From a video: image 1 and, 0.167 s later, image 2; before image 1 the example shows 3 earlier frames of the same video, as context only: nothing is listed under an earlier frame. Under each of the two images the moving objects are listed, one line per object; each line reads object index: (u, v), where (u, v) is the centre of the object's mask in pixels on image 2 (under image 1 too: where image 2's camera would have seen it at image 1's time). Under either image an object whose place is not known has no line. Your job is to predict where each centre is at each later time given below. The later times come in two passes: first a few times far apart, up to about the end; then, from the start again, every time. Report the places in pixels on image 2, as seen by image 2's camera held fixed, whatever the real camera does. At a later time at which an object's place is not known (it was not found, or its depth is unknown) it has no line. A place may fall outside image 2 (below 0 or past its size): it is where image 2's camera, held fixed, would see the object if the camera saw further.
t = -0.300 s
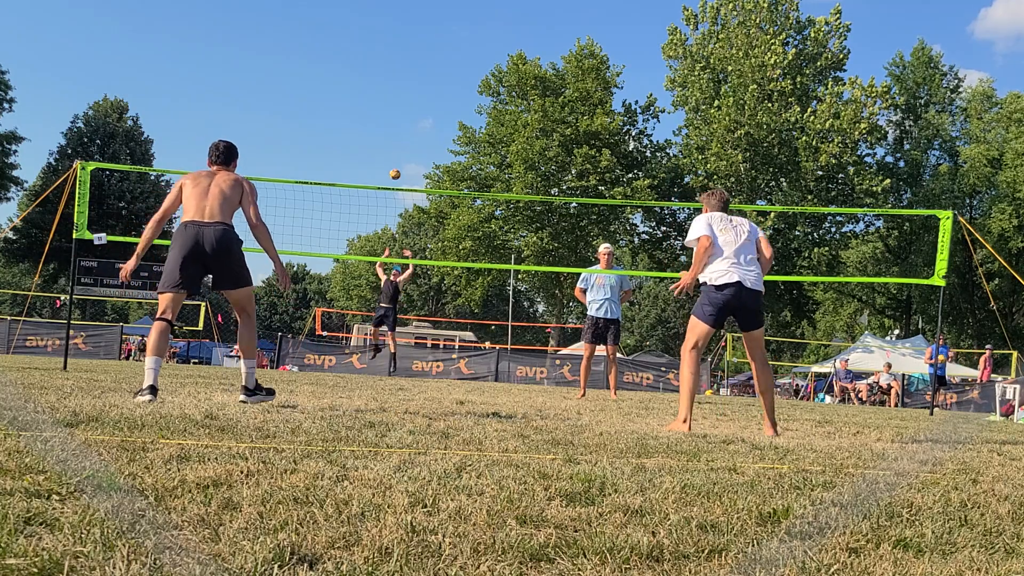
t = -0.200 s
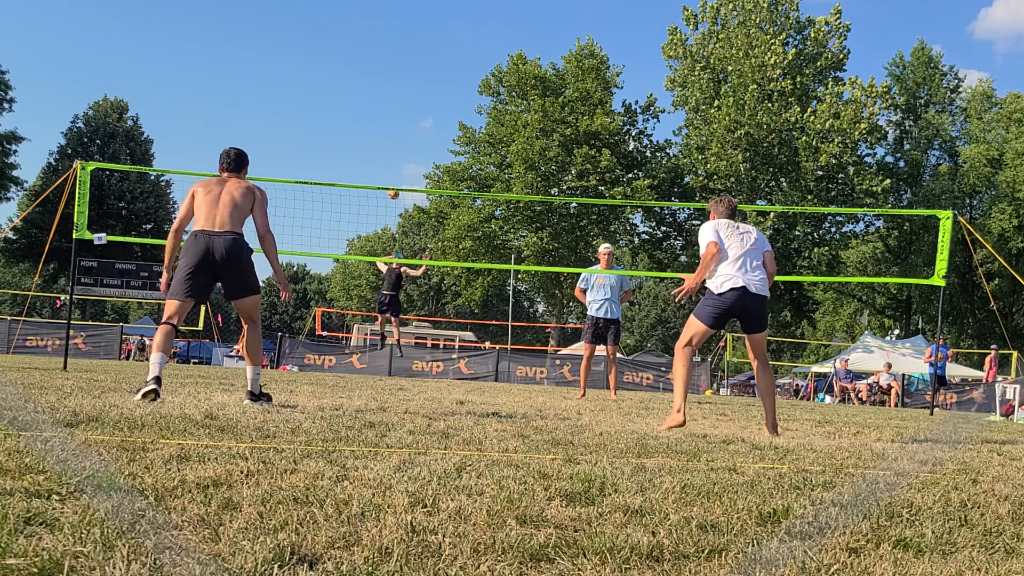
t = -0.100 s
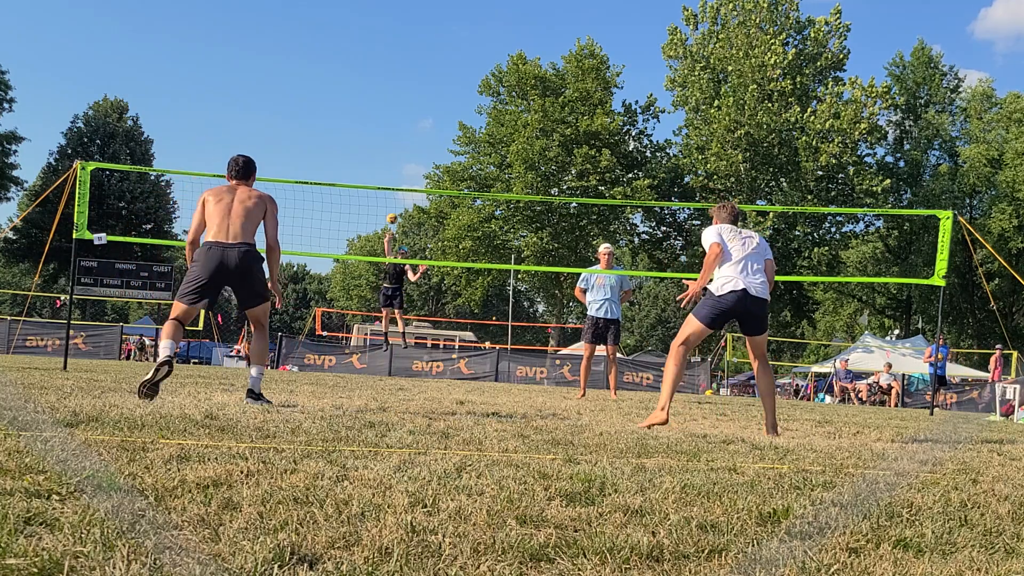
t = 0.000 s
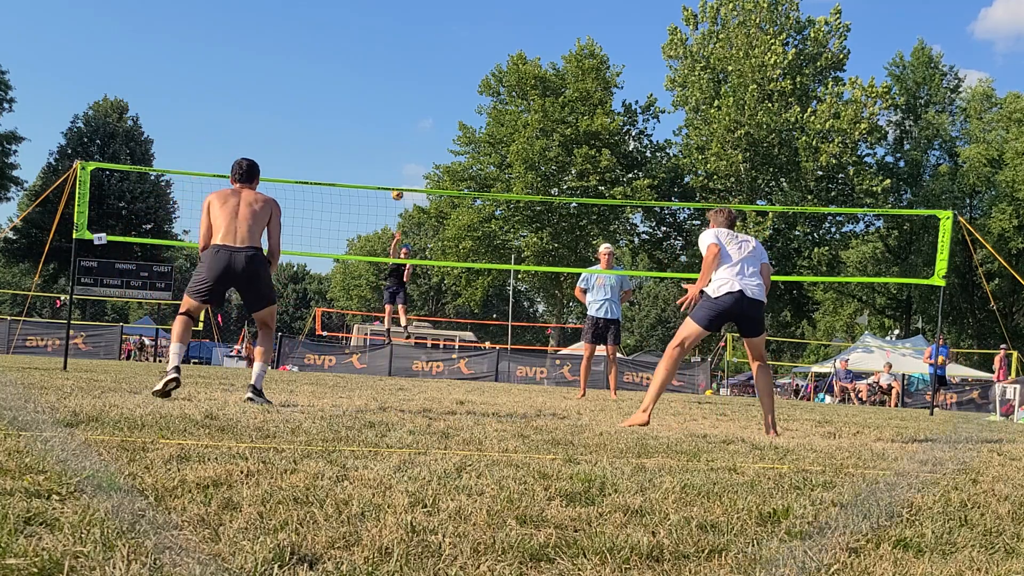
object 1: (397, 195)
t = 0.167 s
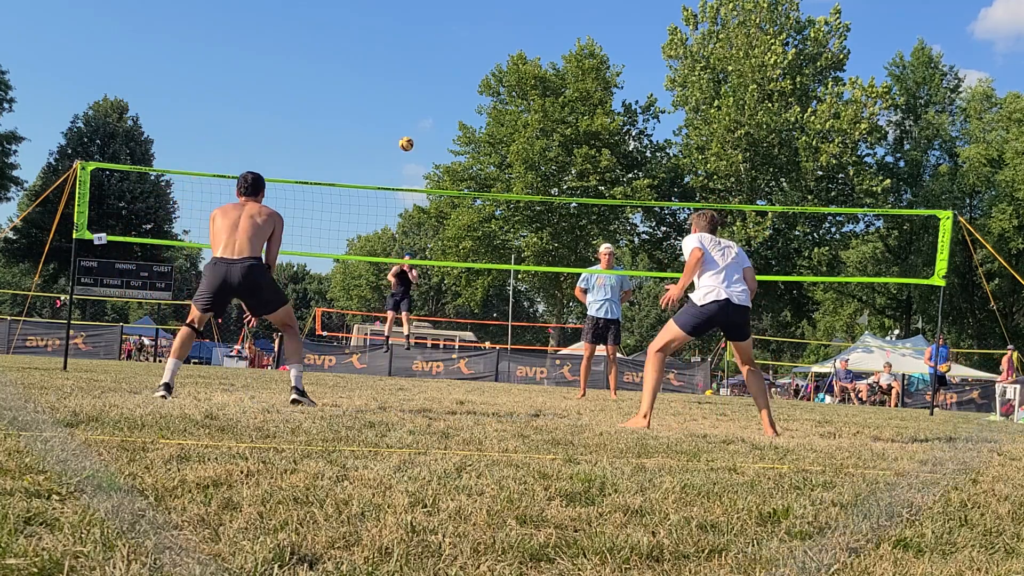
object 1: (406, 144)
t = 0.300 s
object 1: (414, 118)
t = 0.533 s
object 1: (427, 122)
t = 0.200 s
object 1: (408, 136)
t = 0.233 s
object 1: (410, 129)
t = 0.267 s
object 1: (412, 123)
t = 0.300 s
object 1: (414, 118)
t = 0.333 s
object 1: (416, 114)
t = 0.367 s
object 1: (418, 111)
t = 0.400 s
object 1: (420, 110)
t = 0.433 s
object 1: (422, 110)
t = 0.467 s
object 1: (423, 112)
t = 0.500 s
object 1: (425, 116)
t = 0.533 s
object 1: (427, 122)
